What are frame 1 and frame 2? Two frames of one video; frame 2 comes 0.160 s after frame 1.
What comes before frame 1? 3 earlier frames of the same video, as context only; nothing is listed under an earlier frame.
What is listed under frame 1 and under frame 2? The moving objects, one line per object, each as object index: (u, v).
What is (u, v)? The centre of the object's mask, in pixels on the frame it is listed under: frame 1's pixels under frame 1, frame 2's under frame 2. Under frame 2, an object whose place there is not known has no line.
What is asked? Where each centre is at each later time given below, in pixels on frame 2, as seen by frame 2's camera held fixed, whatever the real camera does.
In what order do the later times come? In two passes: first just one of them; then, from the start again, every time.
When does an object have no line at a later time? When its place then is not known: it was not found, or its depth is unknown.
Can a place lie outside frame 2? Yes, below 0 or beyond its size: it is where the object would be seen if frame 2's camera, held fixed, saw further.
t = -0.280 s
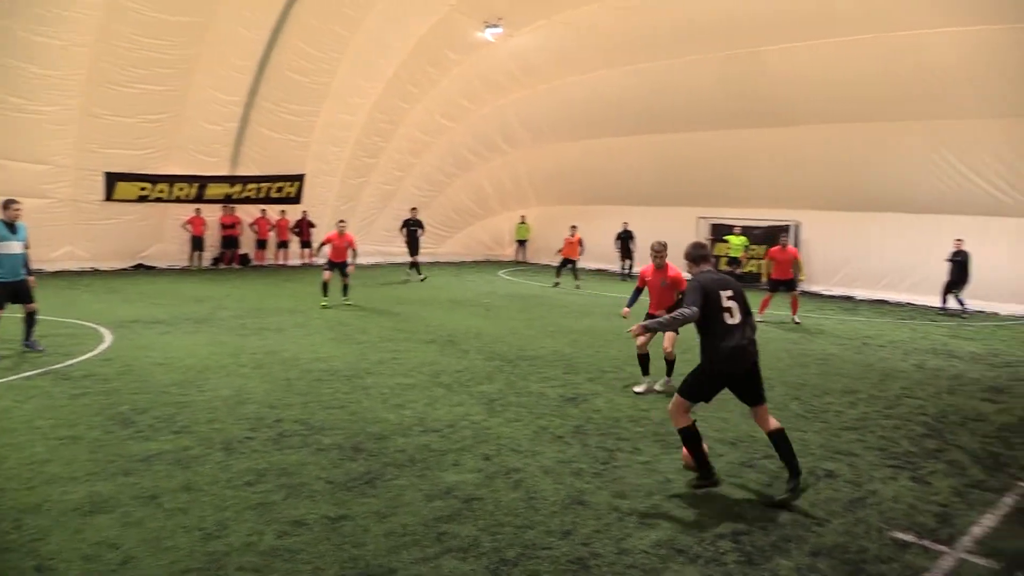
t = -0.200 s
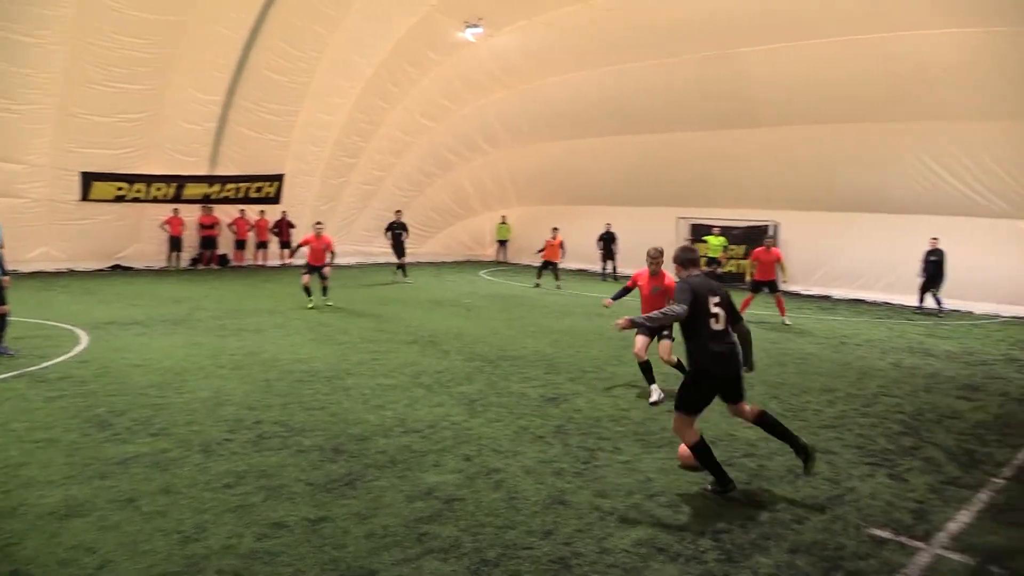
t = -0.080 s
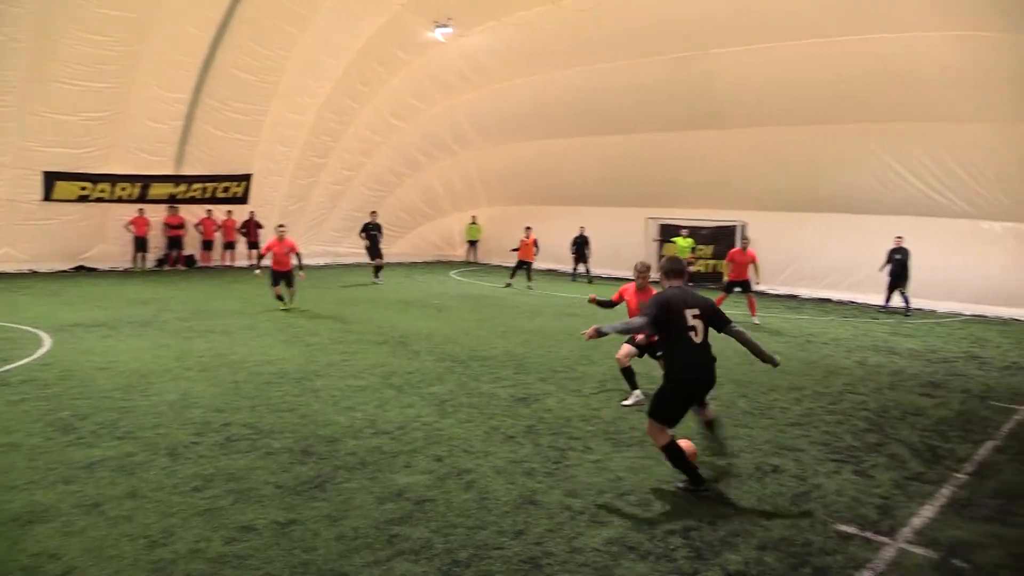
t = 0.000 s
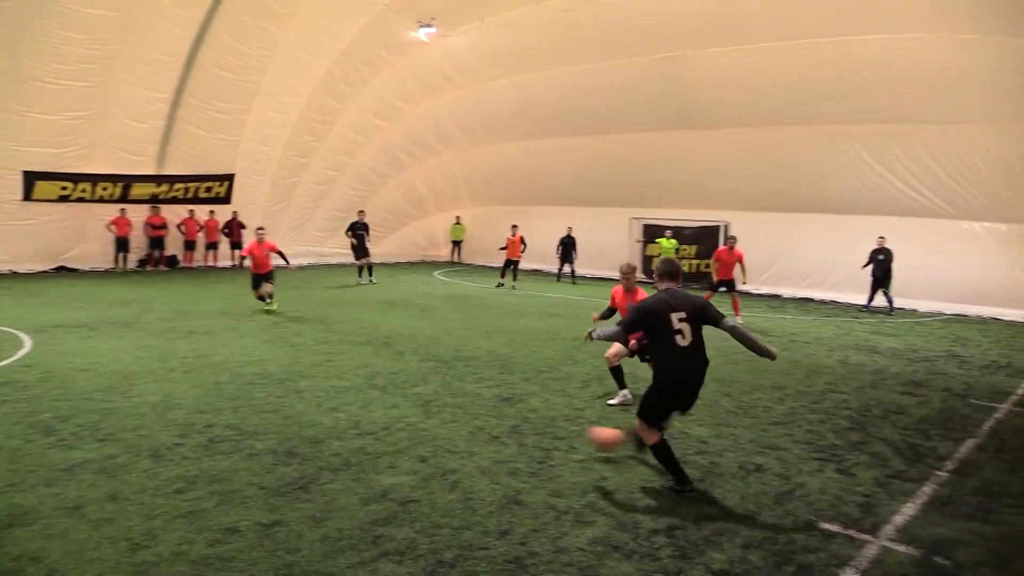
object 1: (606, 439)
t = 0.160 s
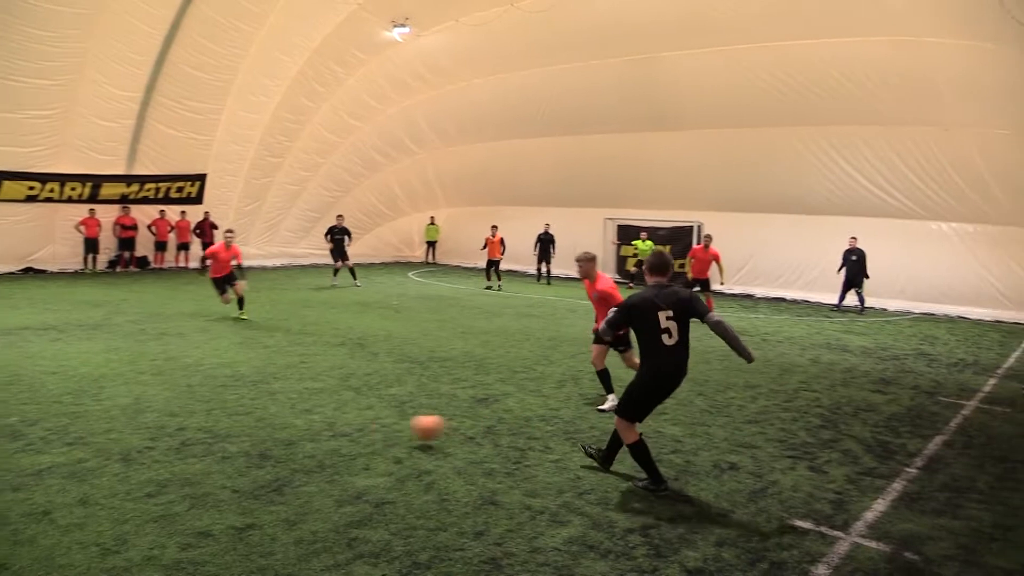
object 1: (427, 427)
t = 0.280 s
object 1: (328, 419)
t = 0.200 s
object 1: (389, 431)
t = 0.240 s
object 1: (356, 427)
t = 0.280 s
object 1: (328, 419)
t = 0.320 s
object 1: (297, 413)
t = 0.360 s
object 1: (270, 411)
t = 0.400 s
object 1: (242, 409)
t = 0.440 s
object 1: (215, 410)
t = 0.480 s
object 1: (189, 414)
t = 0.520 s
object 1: (162, 414)
